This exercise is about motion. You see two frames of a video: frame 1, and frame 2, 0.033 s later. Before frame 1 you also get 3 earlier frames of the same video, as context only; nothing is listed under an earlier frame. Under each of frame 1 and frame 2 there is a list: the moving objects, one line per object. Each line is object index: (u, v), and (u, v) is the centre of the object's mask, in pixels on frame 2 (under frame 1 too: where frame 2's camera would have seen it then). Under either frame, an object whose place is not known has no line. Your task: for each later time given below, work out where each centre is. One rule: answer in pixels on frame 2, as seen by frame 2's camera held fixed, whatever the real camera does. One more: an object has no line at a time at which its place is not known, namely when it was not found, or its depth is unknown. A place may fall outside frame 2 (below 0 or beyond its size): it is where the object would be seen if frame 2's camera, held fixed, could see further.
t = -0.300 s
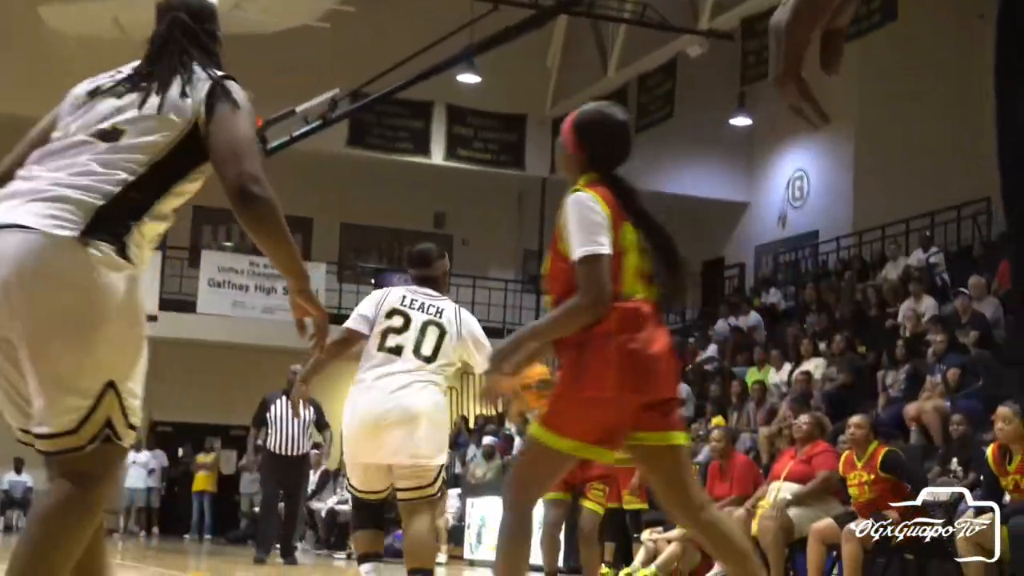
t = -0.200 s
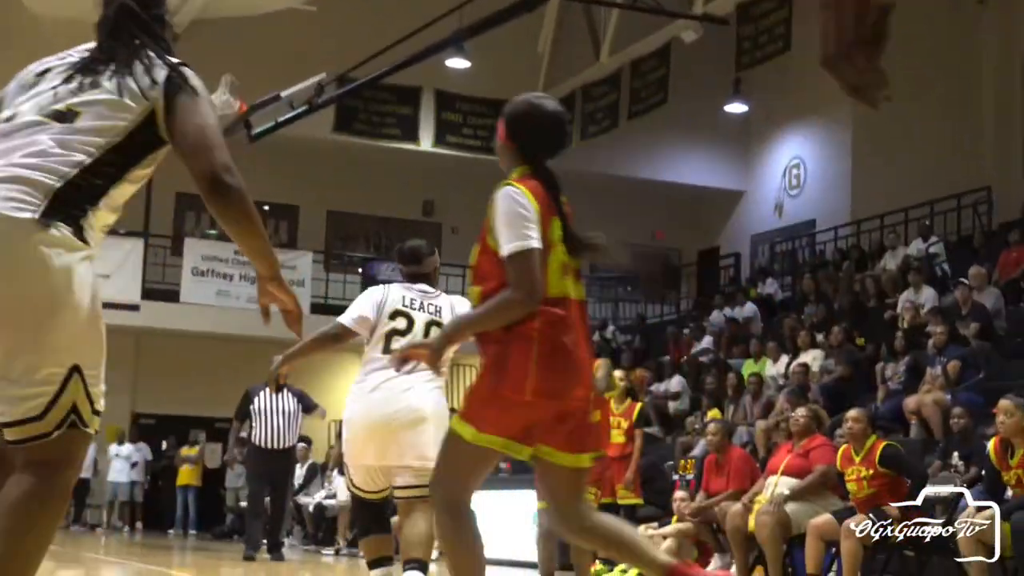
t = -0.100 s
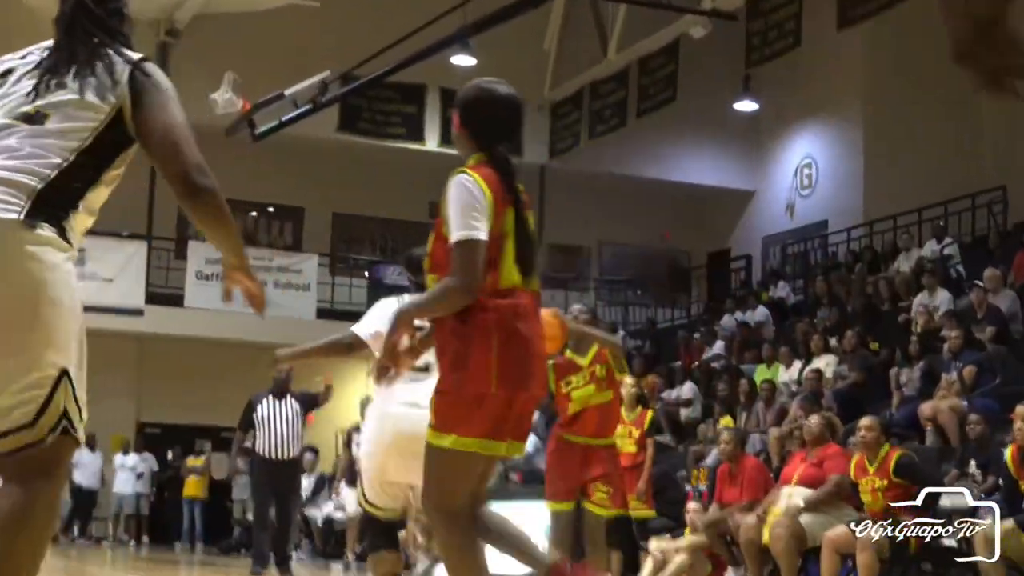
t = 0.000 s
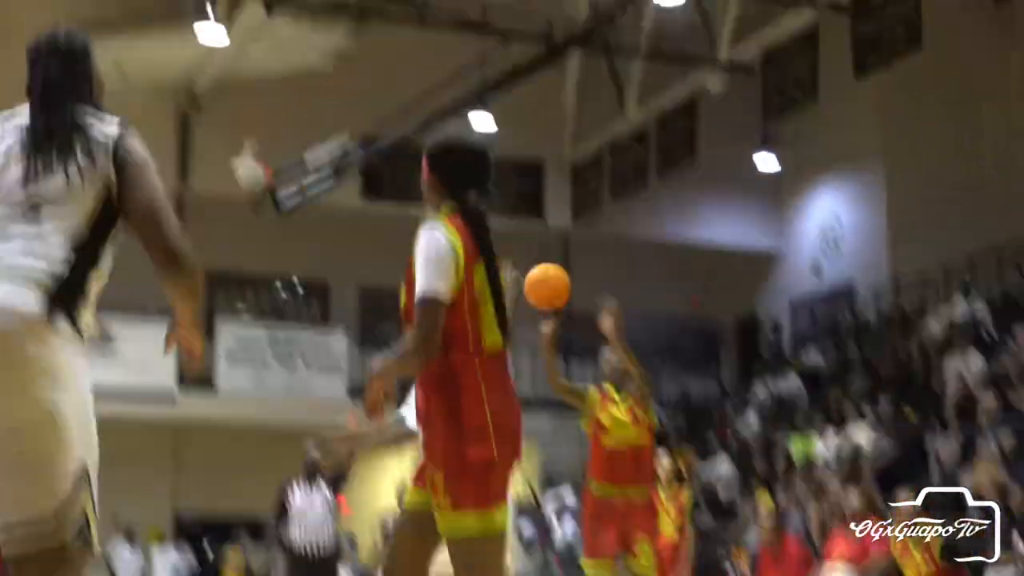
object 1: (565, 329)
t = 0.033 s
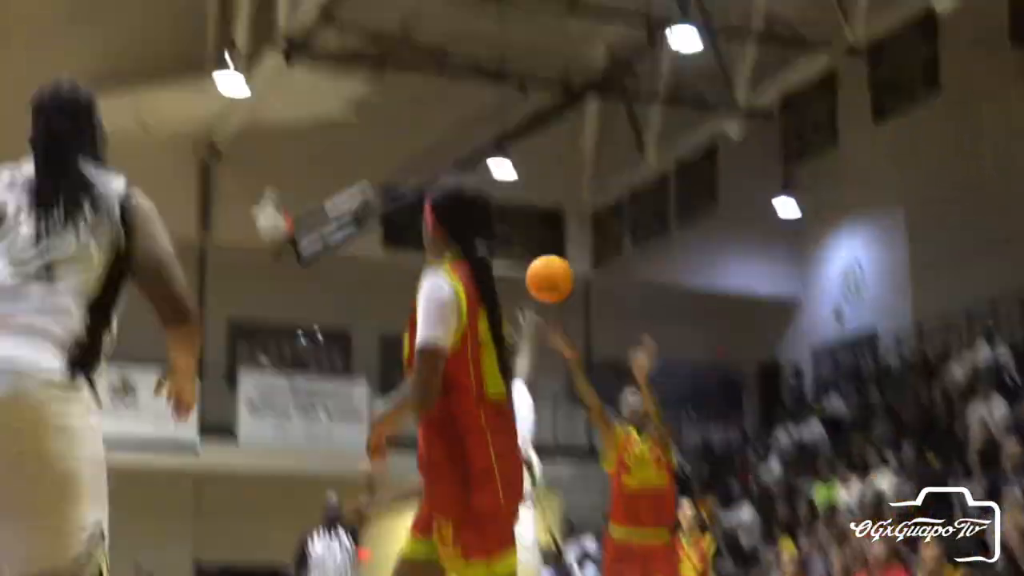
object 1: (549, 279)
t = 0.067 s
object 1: (530, 222)
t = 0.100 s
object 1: (512, 174)
